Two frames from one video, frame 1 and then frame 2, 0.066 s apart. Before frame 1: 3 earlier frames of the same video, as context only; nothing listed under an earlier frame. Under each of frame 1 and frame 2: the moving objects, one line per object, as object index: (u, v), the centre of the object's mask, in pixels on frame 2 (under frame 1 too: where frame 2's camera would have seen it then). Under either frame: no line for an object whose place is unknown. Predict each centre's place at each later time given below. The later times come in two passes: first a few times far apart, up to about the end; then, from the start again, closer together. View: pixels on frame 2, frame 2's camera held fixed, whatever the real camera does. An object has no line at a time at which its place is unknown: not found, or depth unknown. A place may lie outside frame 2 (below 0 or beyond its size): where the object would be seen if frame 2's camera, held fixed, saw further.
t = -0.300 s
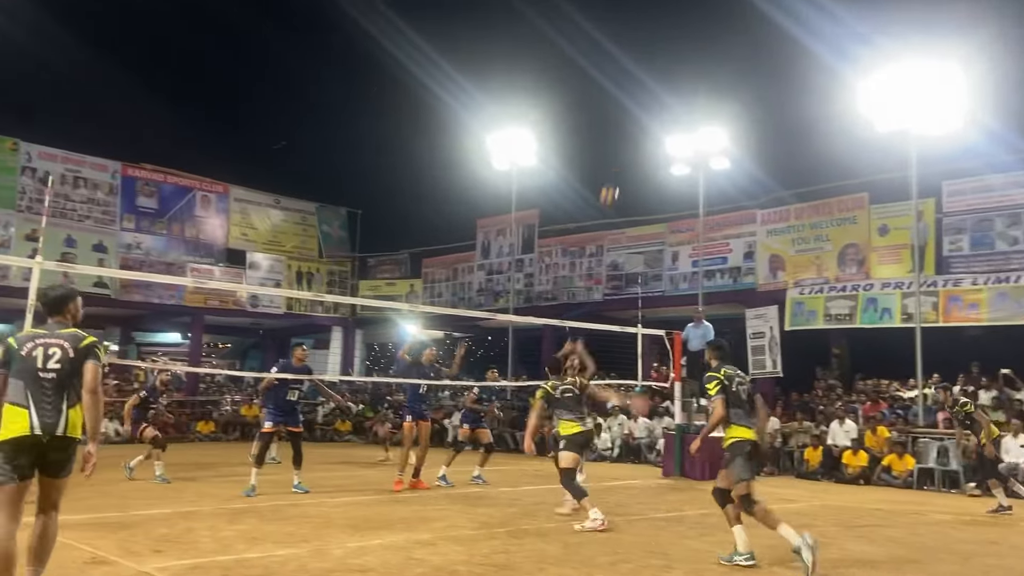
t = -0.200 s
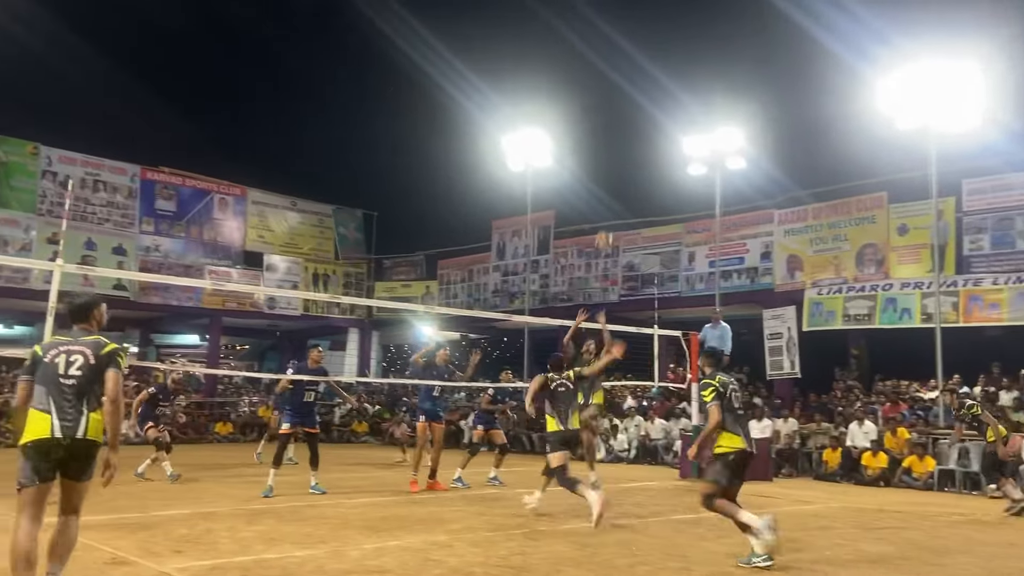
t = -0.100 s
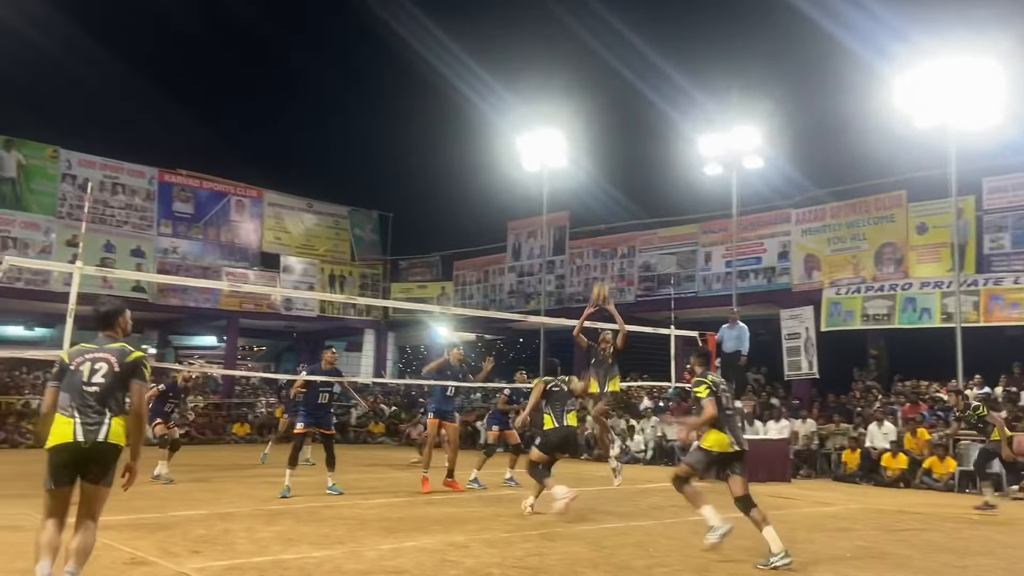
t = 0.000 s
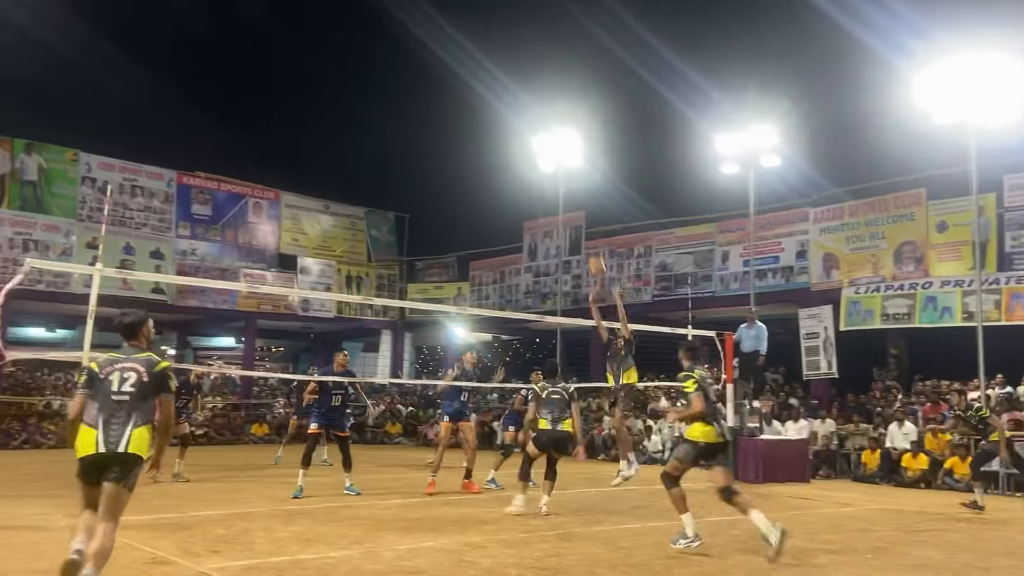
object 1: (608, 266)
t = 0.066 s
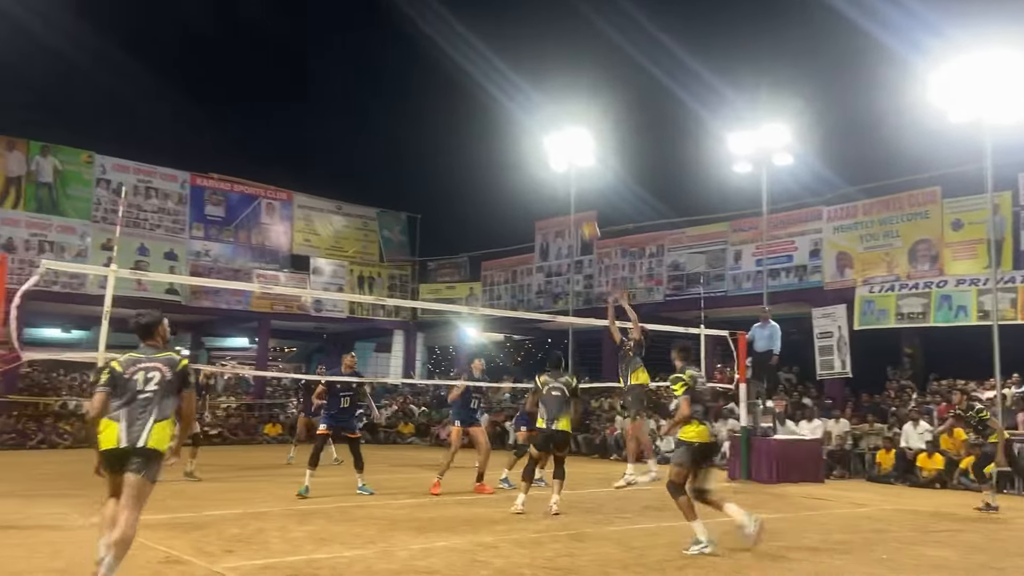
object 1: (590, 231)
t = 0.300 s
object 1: (523, 131)
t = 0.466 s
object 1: (479, 90)
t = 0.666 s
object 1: (419, 67)
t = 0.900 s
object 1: (346, 83)
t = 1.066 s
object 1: (290, 125)
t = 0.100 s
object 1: (581, 214)
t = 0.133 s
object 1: (572, 198)
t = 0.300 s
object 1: (523, 131)
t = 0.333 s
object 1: (517, 124)
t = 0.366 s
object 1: (507, 113)
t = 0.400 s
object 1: (497, 104)
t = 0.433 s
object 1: (488, 96)
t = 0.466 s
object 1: (479, 90)
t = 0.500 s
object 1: (469, 84)
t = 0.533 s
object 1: (459, 79)
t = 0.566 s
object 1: (449, 74)
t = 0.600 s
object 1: (439, 71)
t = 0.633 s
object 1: (429, 68)
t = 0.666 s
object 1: (419, 67)
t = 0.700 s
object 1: (409, 67)
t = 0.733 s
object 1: (399, 67)
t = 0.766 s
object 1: (388, 68)
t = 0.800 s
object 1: (378, 70)
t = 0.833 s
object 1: (368, 74)
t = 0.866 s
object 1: (356, 78)
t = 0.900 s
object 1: (346, 83)
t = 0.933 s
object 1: (335, 90)
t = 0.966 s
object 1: (324, 97)
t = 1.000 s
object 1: (313, 105)
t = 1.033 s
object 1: (302, 114)
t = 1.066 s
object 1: (290, 125)
